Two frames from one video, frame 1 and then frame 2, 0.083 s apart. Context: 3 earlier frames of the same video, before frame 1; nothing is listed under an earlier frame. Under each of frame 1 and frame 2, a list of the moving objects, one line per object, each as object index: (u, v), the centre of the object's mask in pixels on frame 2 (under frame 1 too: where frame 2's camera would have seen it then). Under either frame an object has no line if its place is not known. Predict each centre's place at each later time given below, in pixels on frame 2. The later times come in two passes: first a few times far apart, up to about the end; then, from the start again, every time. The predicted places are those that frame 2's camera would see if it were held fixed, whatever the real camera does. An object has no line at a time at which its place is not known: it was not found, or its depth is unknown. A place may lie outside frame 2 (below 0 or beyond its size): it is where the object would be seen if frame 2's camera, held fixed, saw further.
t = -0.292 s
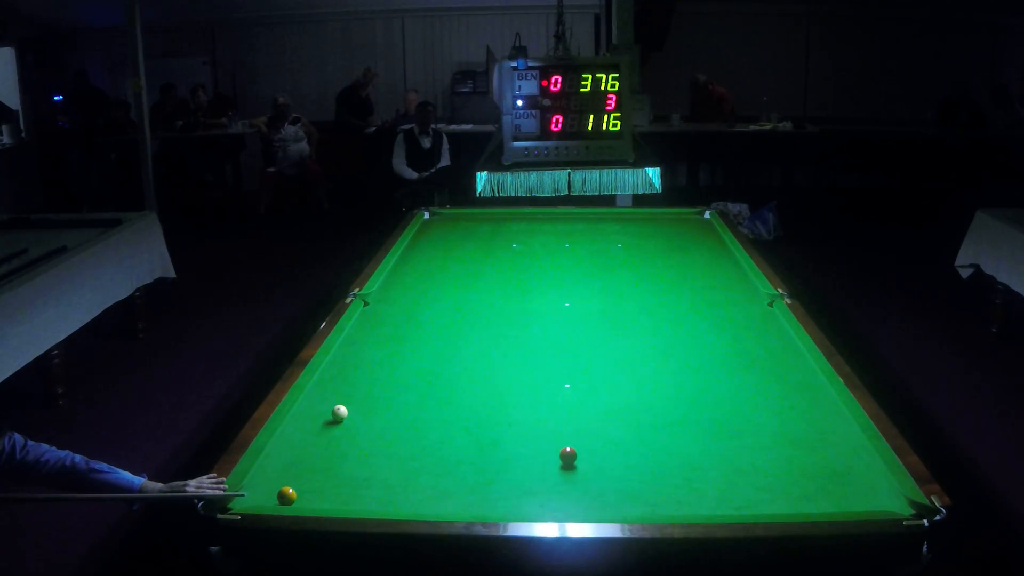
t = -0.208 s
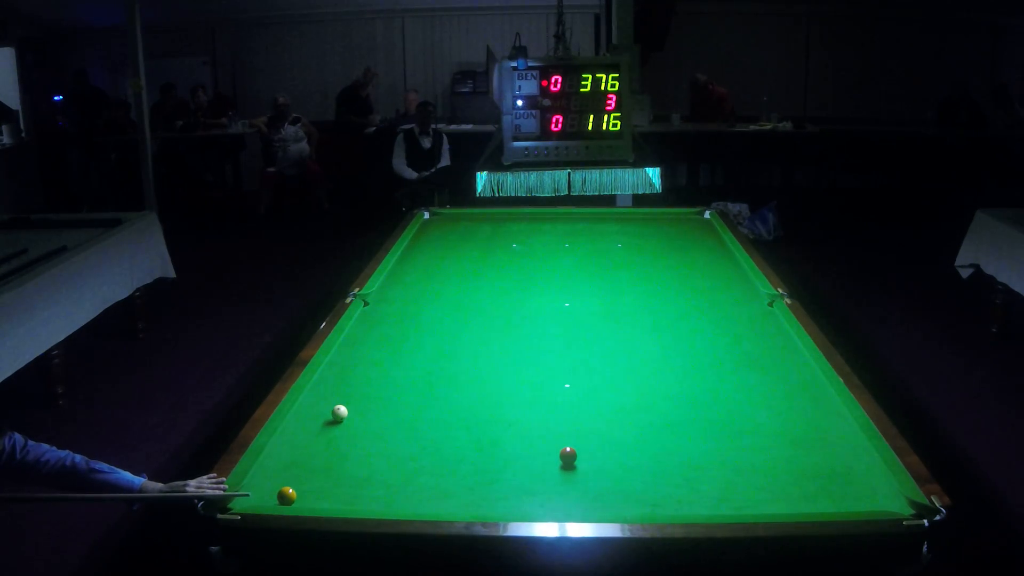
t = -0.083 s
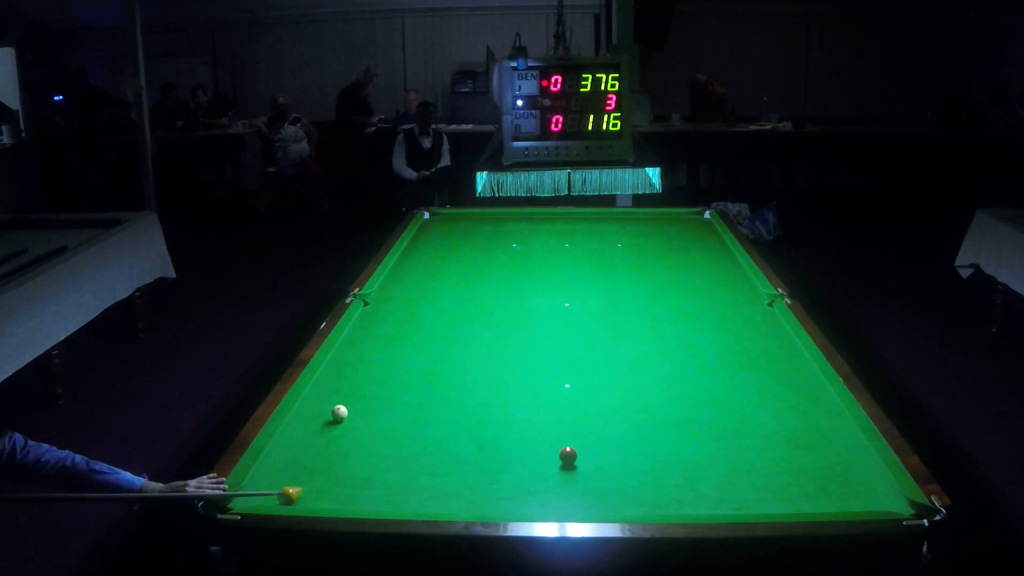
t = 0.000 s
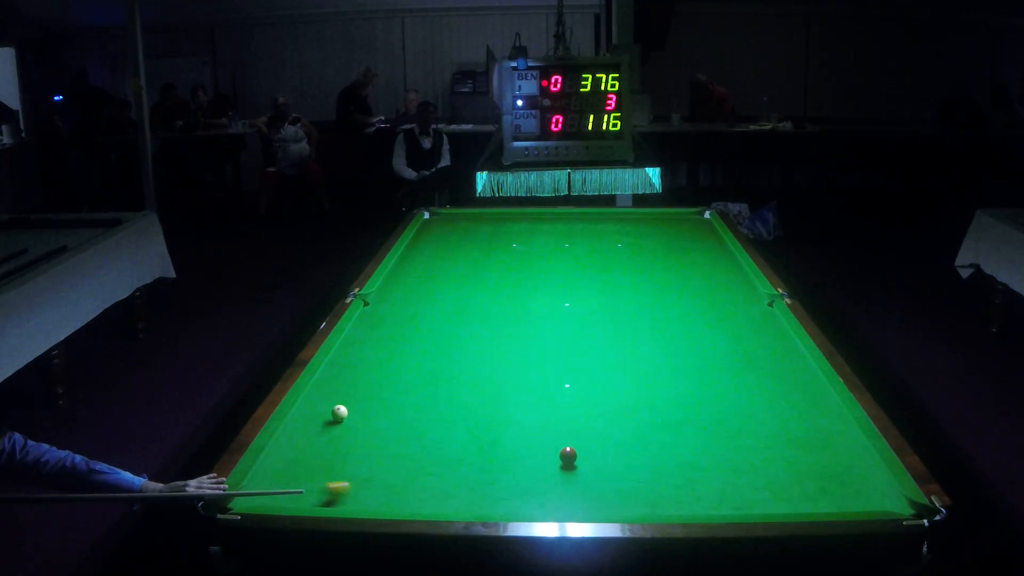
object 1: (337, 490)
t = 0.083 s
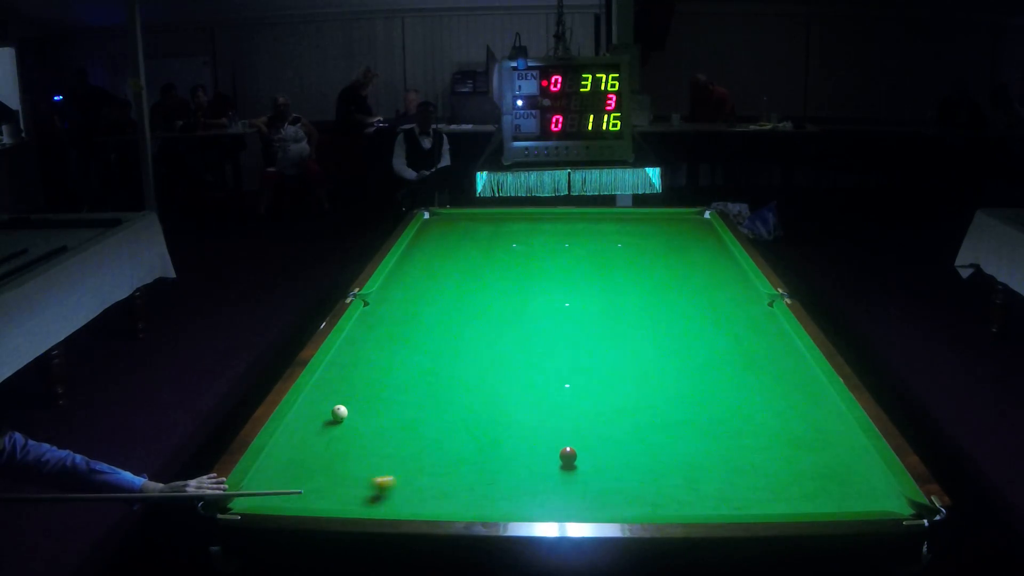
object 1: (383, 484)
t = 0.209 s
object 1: (450, 476)
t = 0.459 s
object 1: (570, 466)
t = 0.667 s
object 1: (638, 476)
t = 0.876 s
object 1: (709, 484)
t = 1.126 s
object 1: (793, 494)
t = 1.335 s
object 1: (863, 501)
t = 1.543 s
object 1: (909, 511)
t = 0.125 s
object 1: (405, 481)
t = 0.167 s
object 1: (428, 479)
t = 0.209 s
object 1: (450, 476)
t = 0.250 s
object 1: (472, 473)
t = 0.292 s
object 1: (494, 470)
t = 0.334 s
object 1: (515, 467)
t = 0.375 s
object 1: (536, 465)
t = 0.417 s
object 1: (558, 463)
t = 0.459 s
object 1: (570, 466)
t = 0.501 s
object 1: (582, 467)
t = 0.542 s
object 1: (596, 468)
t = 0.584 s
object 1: (610, 471)
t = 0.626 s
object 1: (624, 474)
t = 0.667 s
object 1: (638, 476)
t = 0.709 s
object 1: (652, 477)
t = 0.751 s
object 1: (666, 479)
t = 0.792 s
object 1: (680, 480)
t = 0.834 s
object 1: (694, 482)
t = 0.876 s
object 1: (709, 484)
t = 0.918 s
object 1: (723, 486)
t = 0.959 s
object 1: (736, 488)
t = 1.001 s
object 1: (751, 489)
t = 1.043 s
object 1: (765, 490)
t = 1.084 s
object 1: (779, 492)
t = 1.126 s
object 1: (793, 494)
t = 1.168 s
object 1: (807, 495)
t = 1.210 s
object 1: (820, 497)
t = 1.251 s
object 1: (834, 498)
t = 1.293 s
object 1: (848, 499)
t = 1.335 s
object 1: (863, 501)
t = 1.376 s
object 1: (876, 501)
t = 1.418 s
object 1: (889, 503)
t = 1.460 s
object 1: (901, 504)
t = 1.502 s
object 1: (906, 507)
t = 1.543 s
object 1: (909, 511)
